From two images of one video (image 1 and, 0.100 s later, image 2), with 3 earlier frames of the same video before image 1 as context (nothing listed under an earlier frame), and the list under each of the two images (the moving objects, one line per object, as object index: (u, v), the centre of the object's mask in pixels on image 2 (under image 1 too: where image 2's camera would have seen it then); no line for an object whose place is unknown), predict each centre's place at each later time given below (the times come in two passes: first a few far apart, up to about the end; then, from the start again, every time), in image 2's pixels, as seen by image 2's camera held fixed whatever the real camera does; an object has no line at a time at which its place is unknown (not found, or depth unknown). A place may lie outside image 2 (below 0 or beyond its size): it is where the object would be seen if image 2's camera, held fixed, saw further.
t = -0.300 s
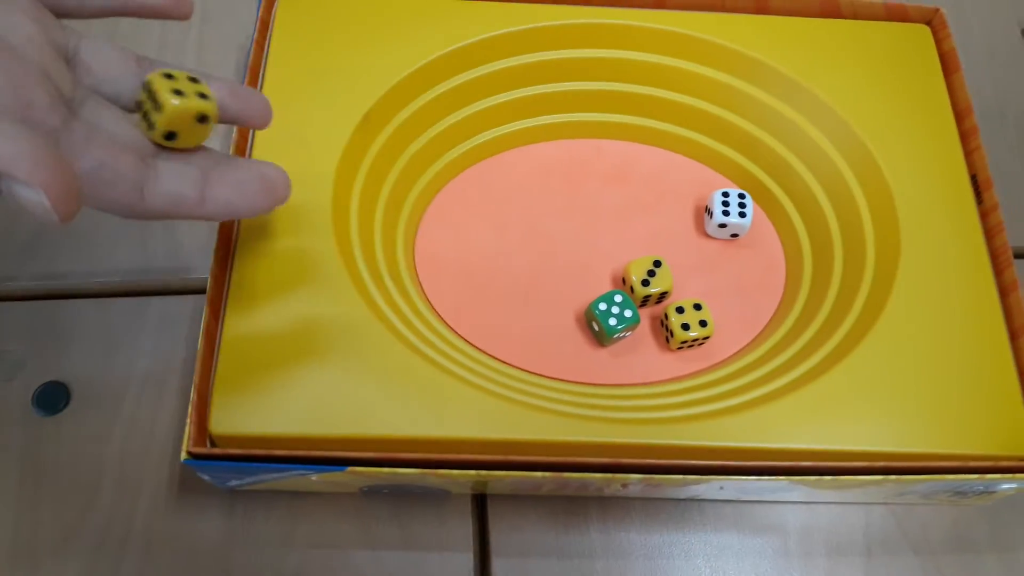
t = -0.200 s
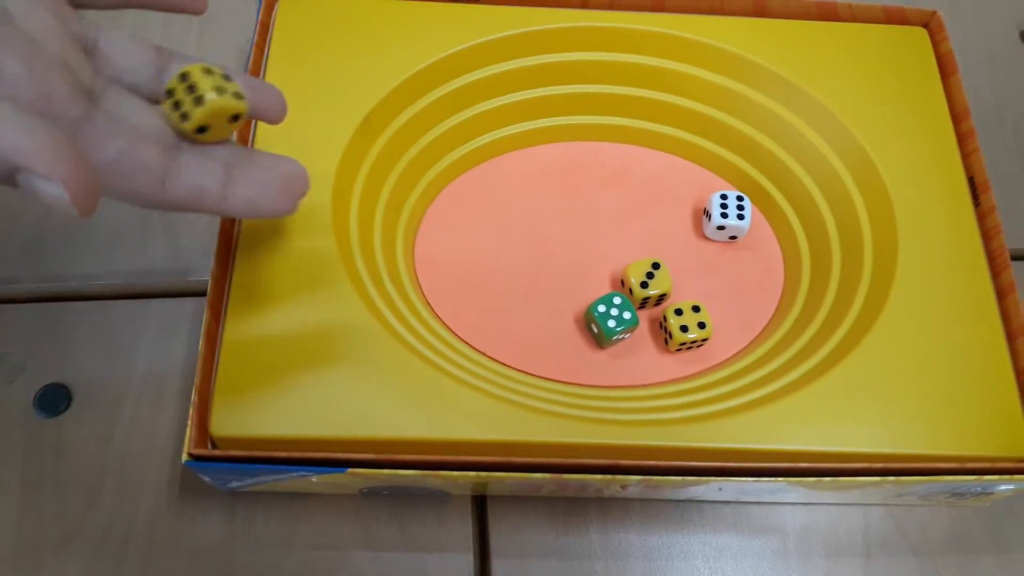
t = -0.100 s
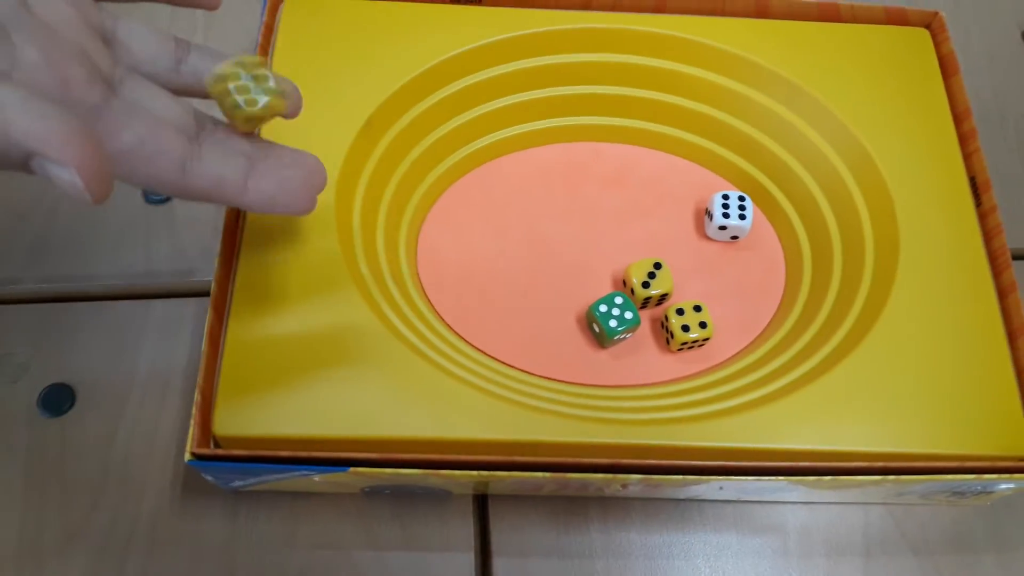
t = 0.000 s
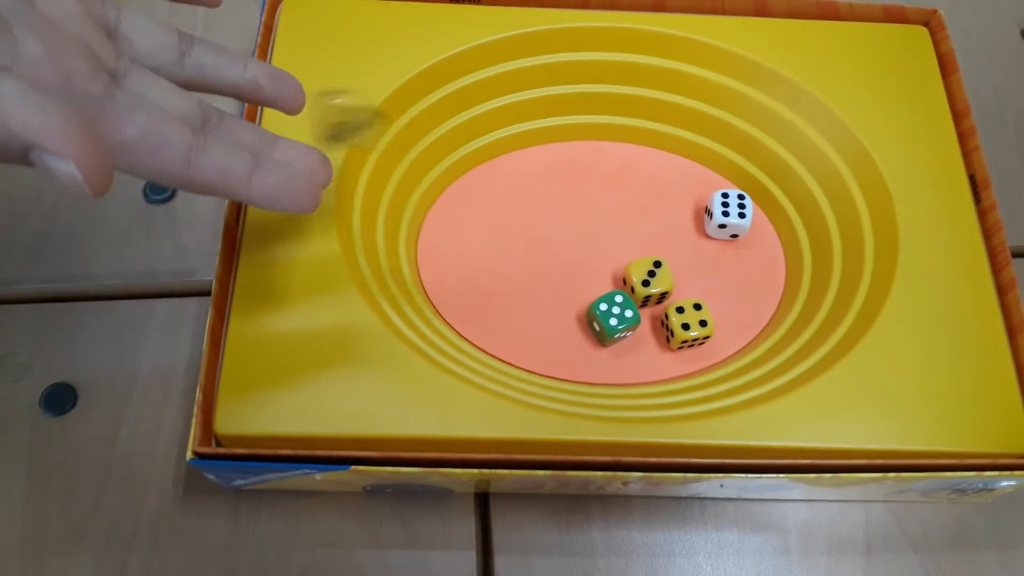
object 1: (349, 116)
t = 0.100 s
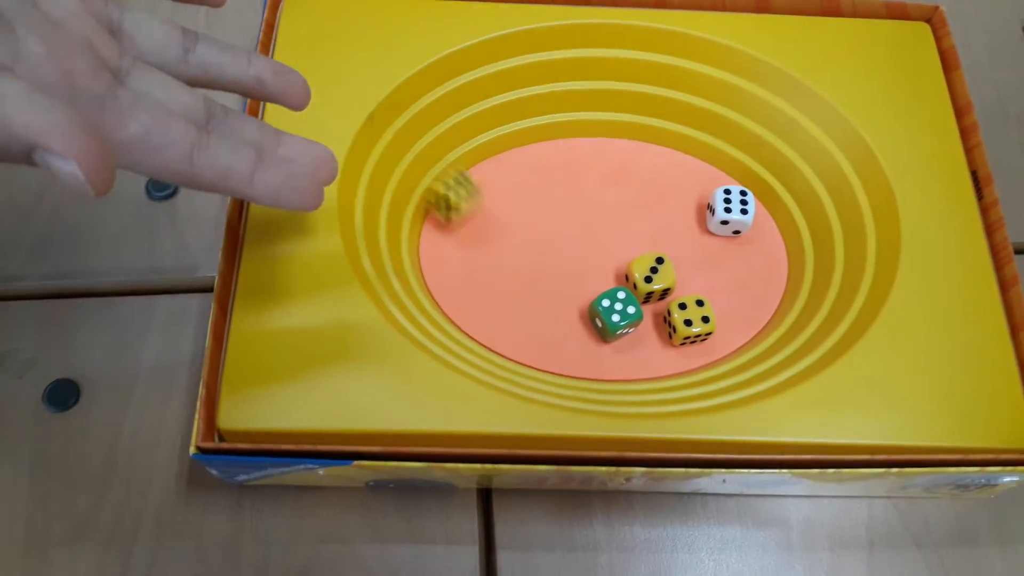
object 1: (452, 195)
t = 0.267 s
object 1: (480, 192)
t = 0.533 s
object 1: (607, 259)
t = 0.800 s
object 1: (577, 246)
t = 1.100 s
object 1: (578, 248)
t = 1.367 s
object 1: (578, 248)
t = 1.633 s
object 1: (578, 248)
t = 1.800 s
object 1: (578, 248)
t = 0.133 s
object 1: (451, 175)
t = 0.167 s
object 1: (451, 155)
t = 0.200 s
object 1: (451, 151)
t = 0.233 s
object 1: (450, 163)
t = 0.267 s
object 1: (480, 192)
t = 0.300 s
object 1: (499, 210)
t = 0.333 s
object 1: (519, 229)
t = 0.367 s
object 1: (532, 242)
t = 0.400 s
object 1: (551, 247)
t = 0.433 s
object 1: (566, 247)
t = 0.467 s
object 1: (585, 250)
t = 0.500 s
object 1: (600, 256)
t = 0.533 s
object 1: (607, 259)
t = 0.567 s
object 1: (604, 261)
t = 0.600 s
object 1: (595, 261)
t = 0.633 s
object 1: (585, 260)
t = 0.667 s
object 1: (575, 257)
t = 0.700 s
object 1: (572, 254)
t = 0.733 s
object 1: (572, 250)
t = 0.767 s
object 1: (572, 247)
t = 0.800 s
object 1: (577, 246)
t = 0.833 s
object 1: (579, 249)
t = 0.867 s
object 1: (578, 249)
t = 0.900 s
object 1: (578, 249)
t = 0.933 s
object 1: (578, 248)
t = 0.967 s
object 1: (578, 248)
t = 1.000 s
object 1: (578, 248)
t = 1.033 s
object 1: (578, 248)
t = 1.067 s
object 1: (578, 248)
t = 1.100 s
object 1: (578, 248)
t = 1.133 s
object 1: (578, 248)
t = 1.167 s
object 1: (579, 248)
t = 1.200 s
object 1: (578, 248)
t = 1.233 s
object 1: (578, 249)
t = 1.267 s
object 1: (578, 248)
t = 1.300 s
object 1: (578, 248)
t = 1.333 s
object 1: (578, 249)
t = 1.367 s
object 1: (578, 248)
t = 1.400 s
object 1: (578, 248)
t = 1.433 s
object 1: (578, 248)
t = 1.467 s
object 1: (578, 248)
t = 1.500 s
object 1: (578, 248)
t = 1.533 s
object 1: (578, 248)
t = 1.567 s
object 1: (578, 248)
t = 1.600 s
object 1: (578, 248)
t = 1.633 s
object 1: (578, 248)
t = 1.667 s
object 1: (578, 248)
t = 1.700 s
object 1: (578, 248)
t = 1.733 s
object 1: (578, 248)
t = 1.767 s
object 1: (578, 248)
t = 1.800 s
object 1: (578, 248)
